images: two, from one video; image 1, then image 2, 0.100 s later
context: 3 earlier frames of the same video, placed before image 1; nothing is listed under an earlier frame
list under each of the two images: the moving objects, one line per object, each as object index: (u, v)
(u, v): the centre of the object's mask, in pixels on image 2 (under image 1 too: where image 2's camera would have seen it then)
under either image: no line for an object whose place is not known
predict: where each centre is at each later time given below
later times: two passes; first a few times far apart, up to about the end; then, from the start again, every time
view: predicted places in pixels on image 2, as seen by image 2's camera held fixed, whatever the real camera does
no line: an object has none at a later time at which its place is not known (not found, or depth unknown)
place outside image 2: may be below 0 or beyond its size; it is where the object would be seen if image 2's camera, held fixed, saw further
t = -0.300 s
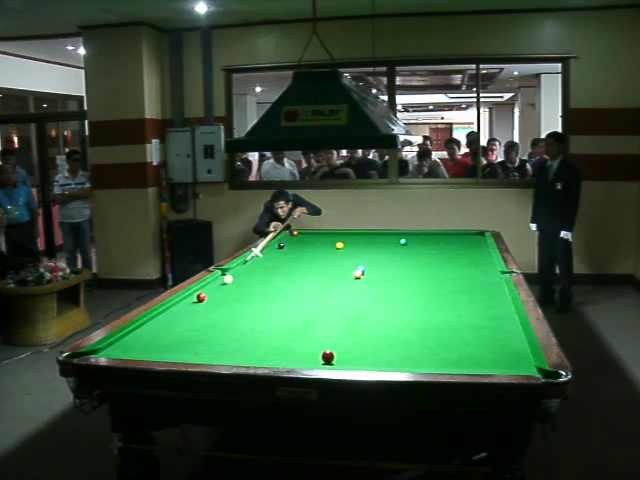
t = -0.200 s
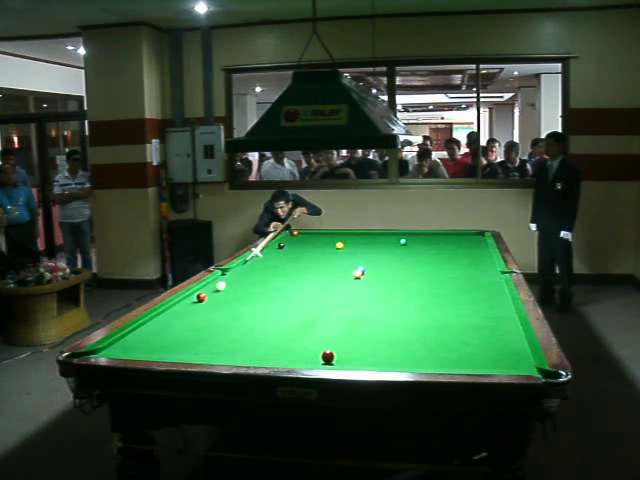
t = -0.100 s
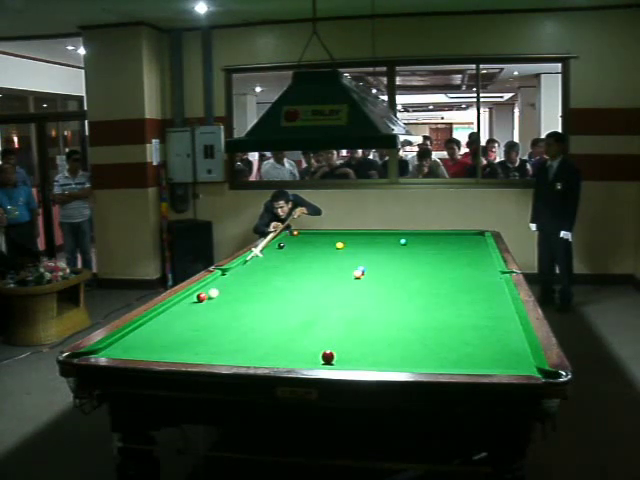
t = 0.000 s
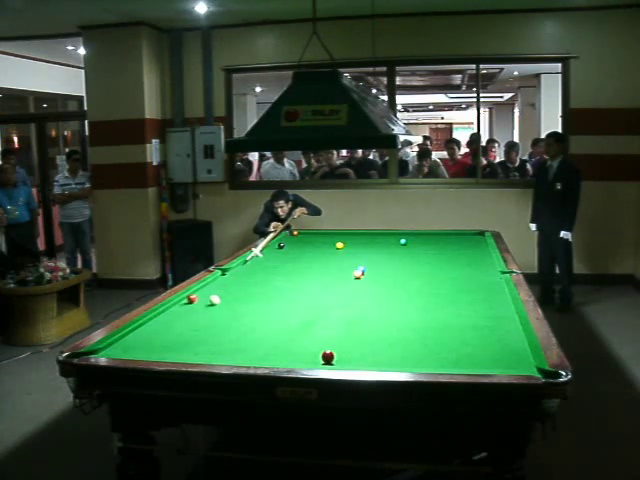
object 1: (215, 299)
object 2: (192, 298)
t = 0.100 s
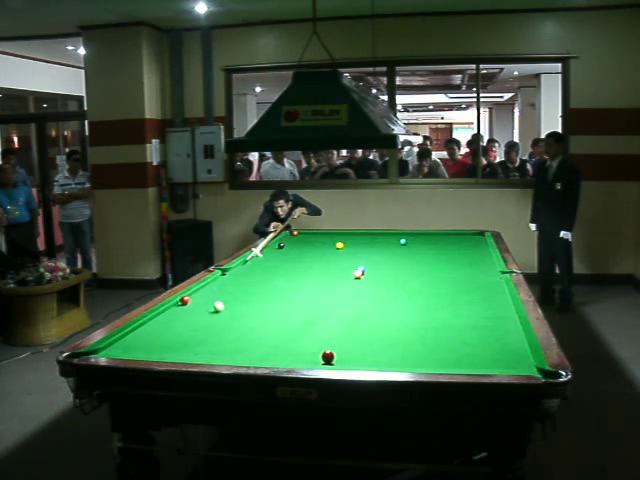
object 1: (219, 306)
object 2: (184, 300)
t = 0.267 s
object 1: (225, 318)
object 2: (188, 302)
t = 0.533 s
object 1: (238, 342)
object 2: (195, 306)
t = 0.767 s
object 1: (259, 356)
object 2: (200, 310)
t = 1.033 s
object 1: (302, 343)
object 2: (207, 314)
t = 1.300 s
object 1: (340, 330)
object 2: (214, 318)
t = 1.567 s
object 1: (373, 319)
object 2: (220, 321)
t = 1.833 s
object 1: (401, 310)
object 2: (226, 324)
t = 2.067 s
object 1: (423, 302)
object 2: (230, 327)
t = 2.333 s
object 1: (445, 295)
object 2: (236, 330)
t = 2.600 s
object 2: (241, 332)
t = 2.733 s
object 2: (243, 333)
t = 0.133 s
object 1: (220, 308)
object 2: (185, 300)
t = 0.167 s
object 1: (221, 310)
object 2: (187, 301)
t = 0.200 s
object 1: (222, 313)
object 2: (187, 301)
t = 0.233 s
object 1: (224, 315)
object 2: (188, 302)
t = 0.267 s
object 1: (225, 318)
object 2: (188, 302)
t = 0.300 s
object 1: (227, 321)
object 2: (189, 303)
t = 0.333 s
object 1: (228, 324)
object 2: (190, 303)
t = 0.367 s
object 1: (229, 327)
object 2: (191, 304)
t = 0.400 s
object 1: (231, 329)
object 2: (191, 304)
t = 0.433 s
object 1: (233, 332)
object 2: (192, 305)
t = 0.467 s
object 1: (234, 335)
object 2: (193, 305)
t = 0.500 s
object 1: (236, 338)
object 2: (194, 306)
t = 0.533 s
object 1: (238, 342)
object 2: (195, 306)
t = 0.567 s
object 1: (240, 345)
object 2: (196, 307)
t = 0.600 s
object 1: (242, 348)
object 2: (197, 307)
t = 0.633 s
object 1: (244, 352)
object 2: (197, 308)
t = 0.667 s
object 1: (246, 354)
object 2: (198, 308)
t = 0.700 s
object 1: (248, 357)
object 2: (199, 309)
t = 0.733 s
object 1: (252, 358)
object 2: (200, 309)
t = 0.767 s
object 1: (259, 356)
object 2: (200, 310)
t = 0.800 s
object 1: (265, 355)
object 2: (201, 310)
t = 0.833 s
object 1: (271, 354)
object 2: (202, 311)
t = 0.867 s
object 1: (276, 352)
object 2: (203, 311)
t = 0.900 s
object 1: (281, 350)
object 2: (204, 312)
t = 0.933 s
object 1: (287, 349)
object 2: (205, 312)
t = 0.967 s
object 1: (292, 347)
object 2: (205, 313)
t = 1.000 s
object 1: (297, 345)
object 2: (206, 313)
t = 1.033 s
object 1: (302, 343)
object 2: (207, 314)
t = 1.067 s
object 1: (307, 342)
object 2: (208, 314)
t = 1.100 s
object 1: (313, 340)
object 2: (209, 315)
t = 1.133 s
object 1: (317, 338)
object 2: (210, 315)
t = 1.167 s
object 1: (322, 337)
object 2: (210, 316)
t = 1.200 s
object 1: (326, 335)
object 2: (211, 316)
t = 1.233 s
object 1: (331, 333)
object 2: (212, 317)
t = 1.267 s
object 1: (336, 332)
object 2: (213, 317)
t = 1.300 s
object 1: (340, 330)
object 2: (214, 318)
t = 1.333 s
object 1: (345, 329)
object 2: (214, 318)
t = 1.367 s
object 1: (349, 327)
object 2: (215, 319)
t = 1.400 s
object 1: (353, 326)
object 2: (216, 319)
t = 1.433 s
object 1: (357, 325)
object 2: (217, 319)
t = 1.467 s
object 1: (361, 324)
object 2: (217, 320)
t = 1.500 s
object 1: (365, 322)
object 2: (218, 320)
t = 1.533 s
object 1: (369, 321)
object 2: (219, 321)
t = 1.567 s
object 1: (373, 319)
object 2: (220, 321)
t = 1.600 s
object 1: (377, 318)
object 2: (221, 322)
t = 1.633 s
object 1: (380, 317)
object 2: (221, 322)
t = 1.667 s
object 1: (383, 316)
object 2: (222, 322)
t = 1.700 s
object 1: (387, 315)
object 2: (223, 323)
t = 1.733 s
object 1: (391, 314)
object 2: (223, 323)
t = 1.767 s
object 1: (394, 312)
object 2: (224, 323)
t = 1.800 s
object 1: (397, 311)
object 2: (225, 324)
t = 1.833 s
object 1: (401, 310)
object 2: (226, 324)
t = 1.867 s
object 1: (404, 309)
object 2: (226, 325)
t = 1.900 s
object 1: (407, 308)
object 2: (227, 325)
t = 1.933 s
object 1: (410, 306)
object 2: (228, 326)
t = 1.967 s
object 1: (413, 306)
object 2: (228, 326)
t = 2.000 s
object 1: (416, 305)
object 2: (229, 326)
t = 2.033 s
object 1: (420, 304)
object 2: (230, 327)
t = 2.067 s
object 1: (423, 302)
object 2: (230, 327)
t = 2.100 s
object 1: (426, 301)
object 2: (231, 327)
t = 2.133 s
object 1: (428, 301)
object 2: (232, 327)
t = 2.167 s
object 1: (431, 299)
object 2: (232, 328)
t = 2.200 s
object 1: (434, 299)
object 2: (233, 328)
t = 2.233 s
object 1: (437, 298)
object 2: (234, 329)
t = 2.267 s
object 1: (440, 297)
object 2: (235, 329)
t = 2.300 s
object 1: (442, 295)
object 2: (235, 329)
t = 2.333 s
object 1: (445, 295)
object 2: (236, 330)
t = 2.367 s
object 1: (447, 294)
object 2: (236, 330)
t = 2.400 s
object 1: (450, 293)
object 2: (237, 330)
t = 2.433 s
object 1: (452, 292)
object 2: (238, 331)
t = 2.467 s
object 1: (455, 291)
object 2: (238, 331)
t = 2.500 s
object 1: (457, 290)
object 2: (239, 331)
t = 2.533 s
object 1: (459, 290)
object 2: (239, 332)
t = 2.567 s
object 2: (240, 332)
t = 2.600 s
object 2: (241, 332)
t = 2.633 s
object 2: (241, 333)
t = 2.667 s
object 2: (242, 333)
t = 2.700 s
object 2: (242, 333)
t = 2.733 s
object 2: (243, 333)
